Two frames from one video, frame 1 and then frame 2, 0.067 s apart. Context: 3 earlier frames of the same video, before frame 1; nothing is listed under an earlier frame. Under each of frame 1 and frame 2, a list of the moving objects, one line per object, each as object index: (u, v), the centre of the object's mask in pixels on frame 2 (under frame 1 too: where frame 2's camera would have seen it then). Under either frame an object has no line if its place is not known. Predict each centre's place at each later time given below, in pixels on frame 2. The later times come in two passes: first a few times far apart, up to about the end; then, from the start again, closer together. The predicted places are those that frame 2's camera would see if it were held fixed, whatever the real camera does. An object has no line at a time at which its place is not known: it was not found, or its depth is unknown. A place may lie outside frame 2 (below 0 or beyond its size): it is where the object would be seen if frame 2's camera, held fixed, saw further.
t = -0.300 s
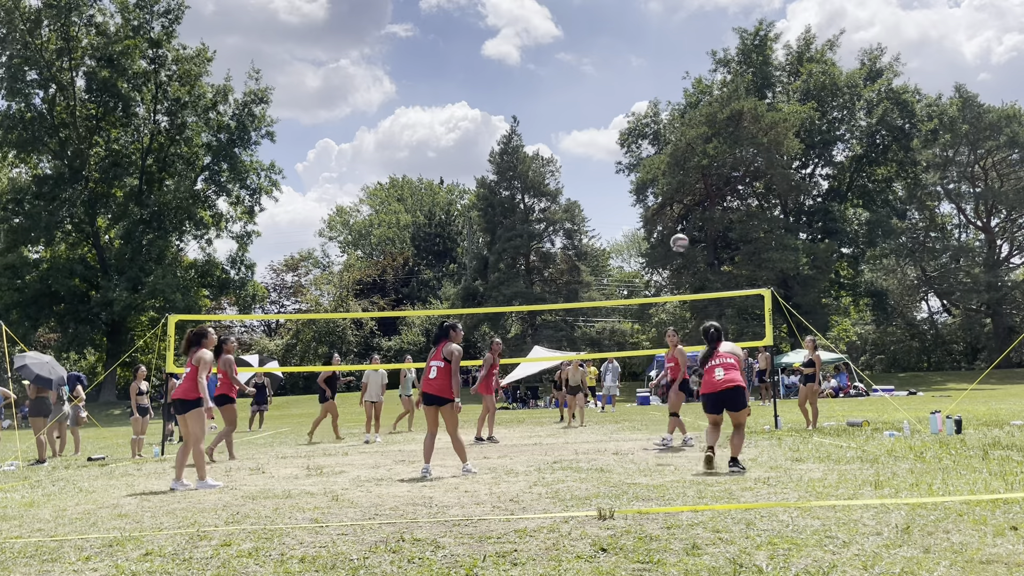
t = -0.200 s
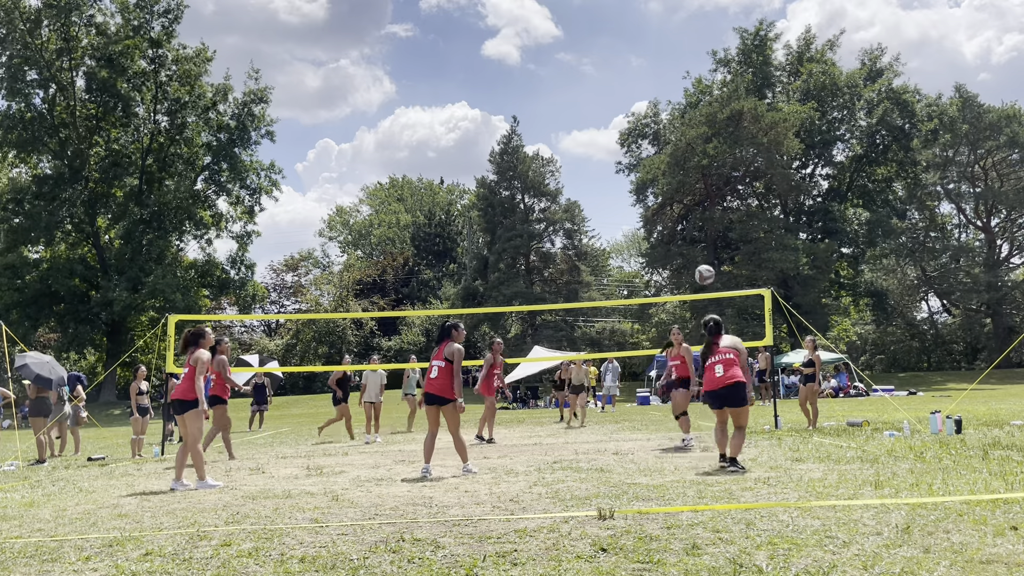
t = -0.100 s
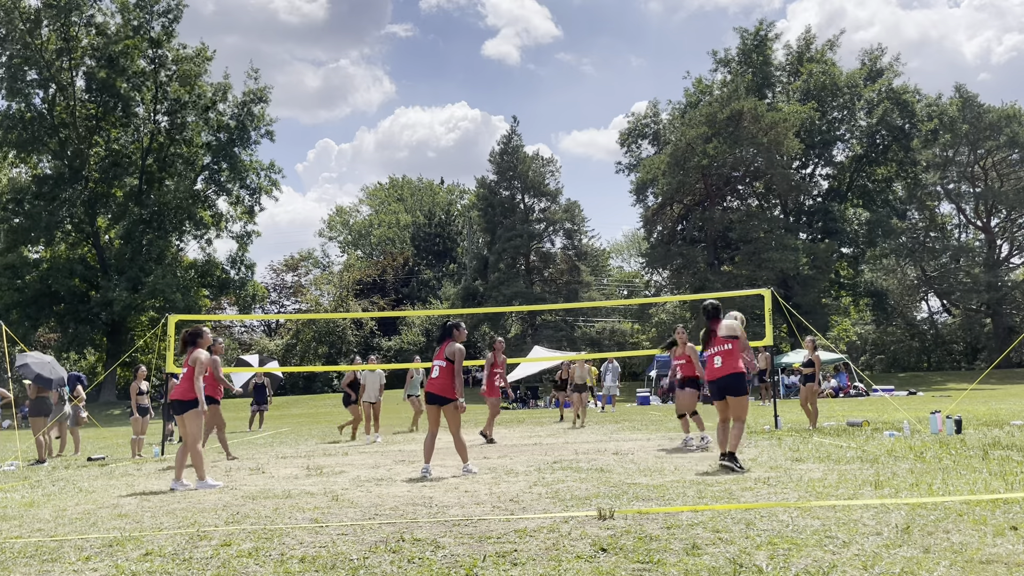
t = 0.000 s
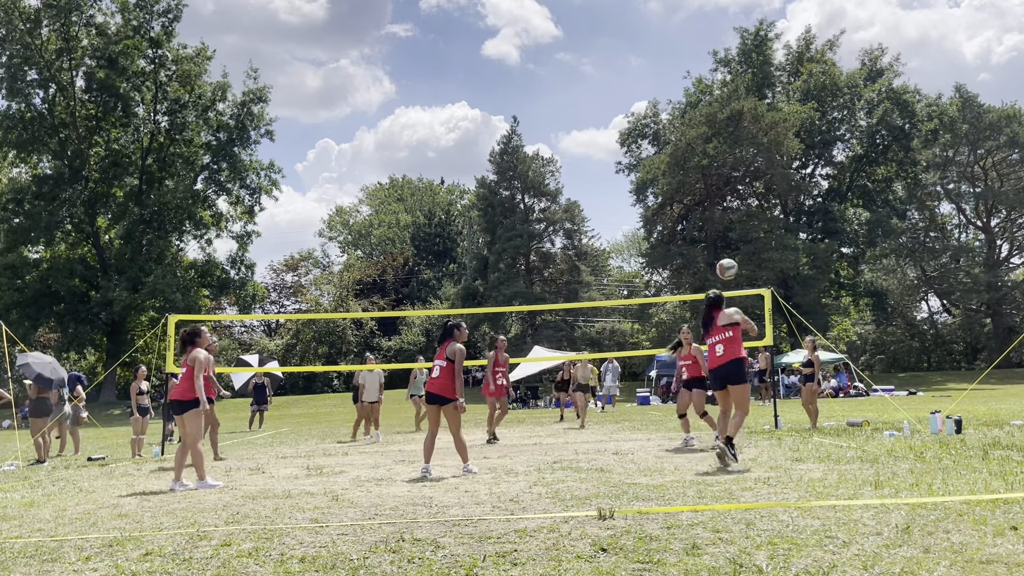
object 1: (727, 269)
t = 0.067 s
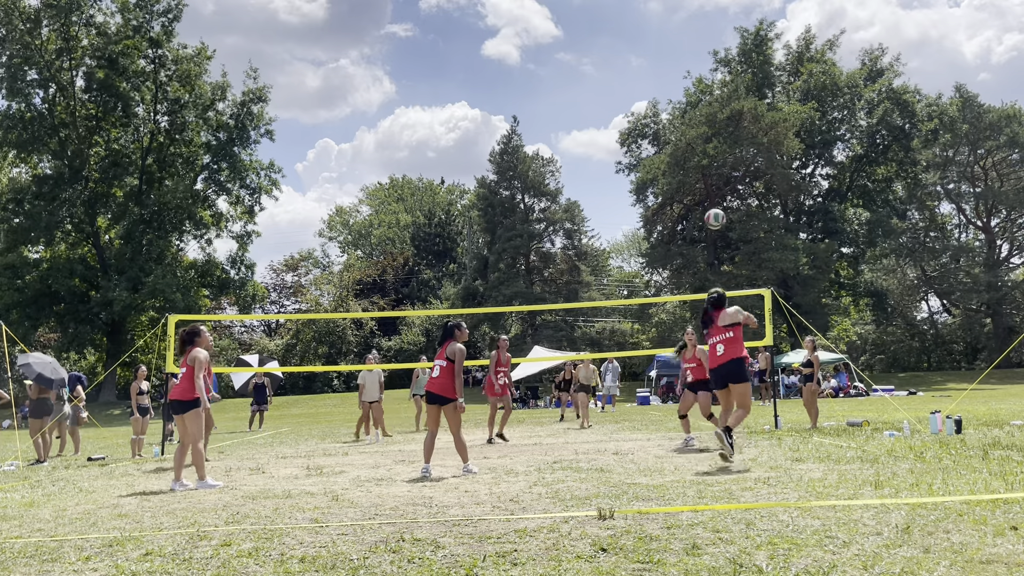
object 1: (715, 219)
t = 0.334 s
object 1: (675, 84)
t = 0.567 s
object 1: (648, 30)
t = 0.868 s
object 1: (620, 28)
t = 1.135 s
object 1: (600, 75)
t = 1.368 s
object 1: (586, 148)
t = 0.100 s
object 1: (710, 196)
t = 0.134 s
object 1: (704, 176)
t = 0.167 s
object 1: (699, 156)
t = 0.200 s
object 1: (694, 139)
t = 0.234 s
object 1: (690, 123)
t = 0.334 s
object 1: (675, 84)
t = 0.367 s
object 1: (671, 73)
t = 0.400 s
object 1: (667, 63)
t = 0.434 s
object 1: (663, 54)
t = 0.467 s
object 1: (659, 46)
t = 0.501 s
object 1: (655, 40)
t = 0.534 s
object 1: (652, 34)
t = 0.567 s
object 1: (648, 30)
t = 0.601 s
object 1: (645, 27)
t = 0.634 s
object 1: (641, 24)
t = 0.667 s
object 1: (638, 22)
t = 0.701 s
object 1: (635, 21)
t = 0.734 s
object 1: (632, 21)
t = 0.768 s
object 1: (629, 21)
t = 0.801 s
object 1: (626, 23)
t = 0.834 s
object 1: (623, 25)
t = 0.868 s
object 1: (620, 28)
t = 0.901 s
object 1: (618, 31)
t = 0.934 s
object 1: (615, 35)
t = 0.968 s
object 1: (612, 40)
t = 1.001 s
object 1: (610, 46)
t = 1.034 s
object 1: (607, 52)
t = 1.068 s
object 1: (605, 59)
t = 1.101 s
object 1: (603, 67)
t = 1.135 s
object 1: (600, 75)
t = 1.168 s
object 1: (598, 84)
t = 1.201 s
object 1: (596, 93)
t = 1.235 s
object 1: (594, 103)
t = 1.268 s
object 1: (592, 113)
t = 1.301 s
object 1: (590, 125)
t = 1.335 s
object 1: (588, 136)
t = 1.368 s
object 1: (586, 148)
